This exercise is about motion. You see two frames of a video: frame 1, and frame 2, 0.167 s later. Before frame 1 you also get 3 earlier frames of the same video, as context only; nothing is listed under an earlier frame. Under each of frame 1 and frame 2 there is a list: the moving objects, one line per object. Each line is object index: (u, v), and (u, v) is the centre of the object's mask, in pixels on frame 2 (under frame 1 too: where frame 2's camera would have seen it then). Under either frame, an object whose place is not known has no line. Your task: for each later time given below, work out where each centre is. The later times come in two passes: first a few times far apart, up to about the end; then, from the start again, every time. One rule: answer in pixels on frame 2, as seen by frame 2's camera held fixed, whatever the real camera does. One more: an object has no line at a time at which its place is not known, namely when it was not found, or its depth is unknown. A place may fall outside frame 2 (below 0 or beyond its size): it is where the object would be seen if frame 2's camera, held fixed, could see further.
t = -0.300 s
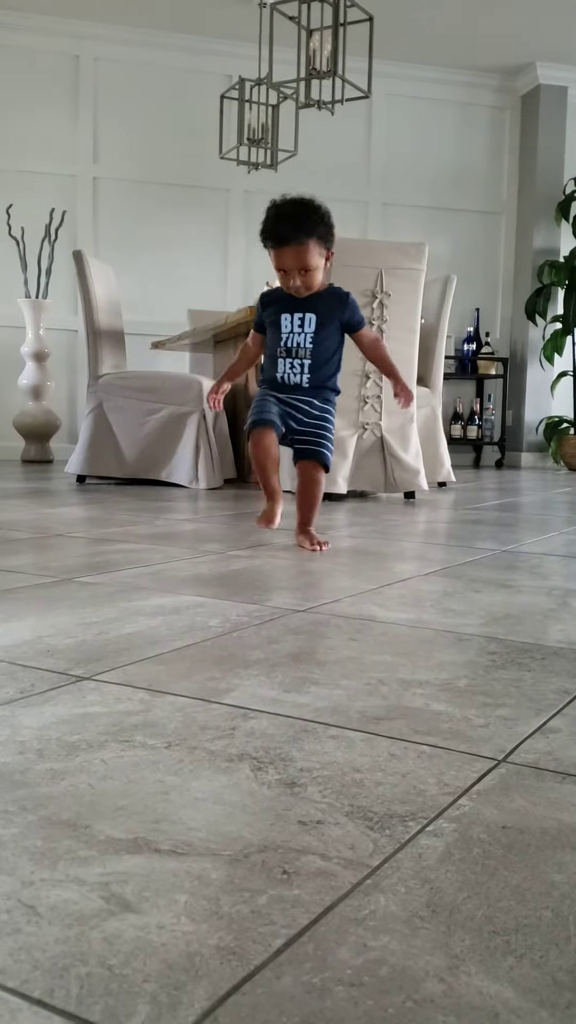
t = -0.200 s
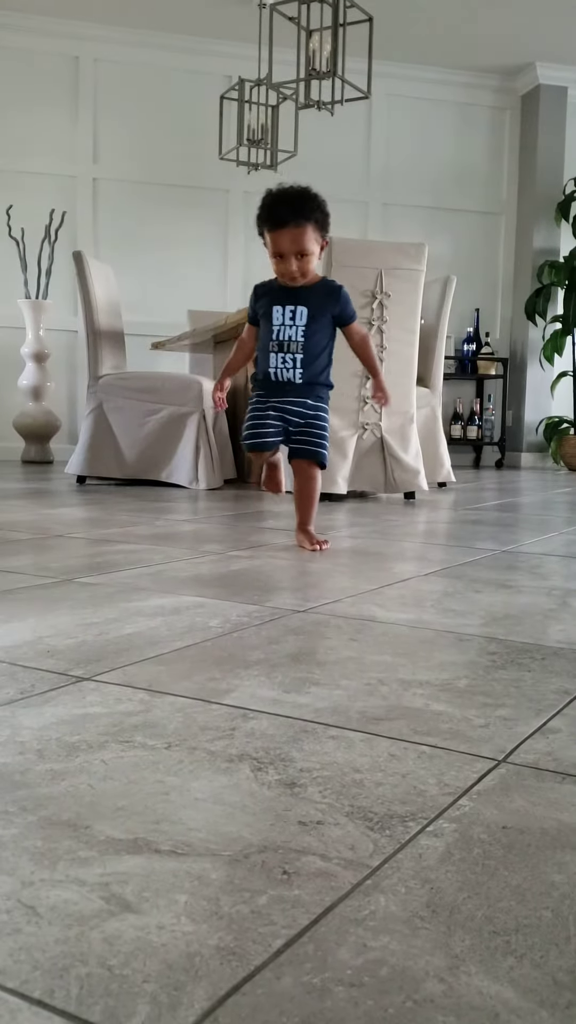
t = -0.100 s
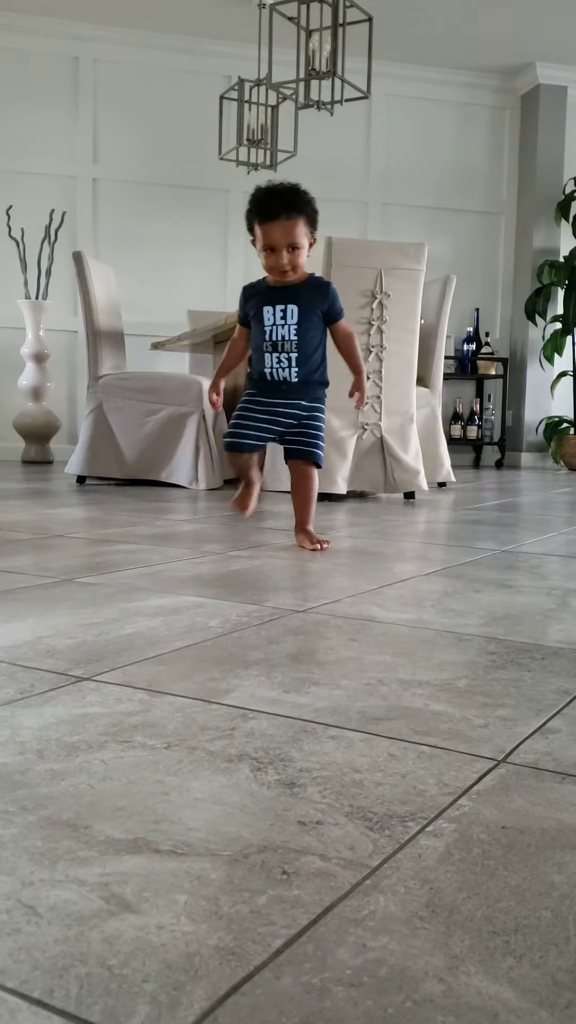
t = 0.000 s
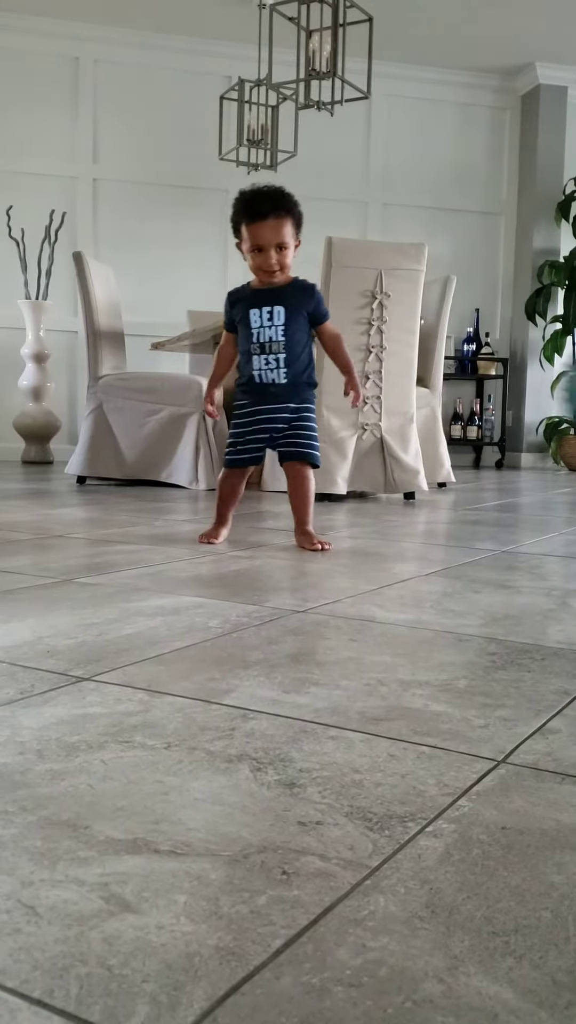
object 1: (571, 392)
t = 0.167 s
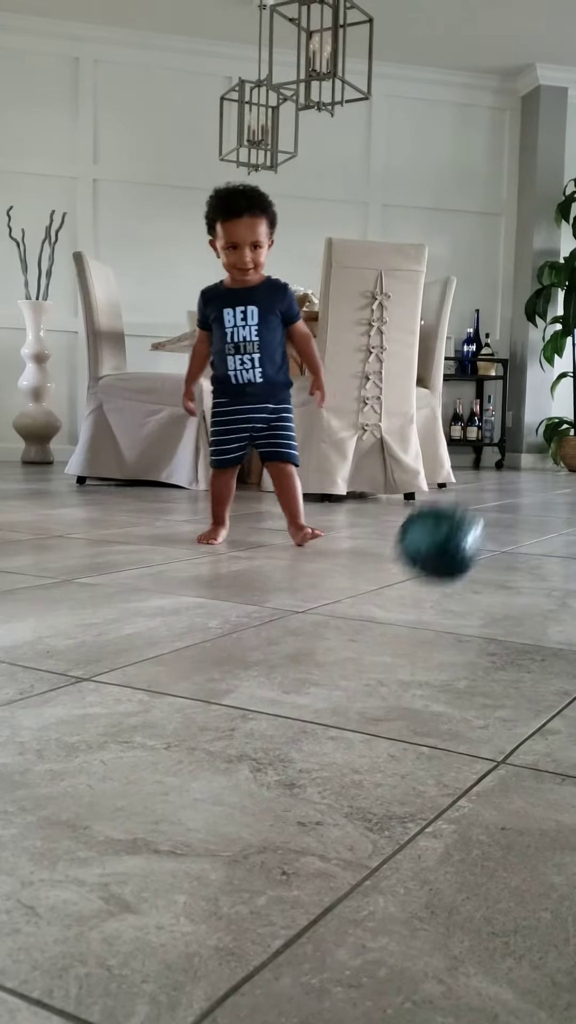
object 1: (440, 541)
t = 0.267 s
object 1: (397, 544)
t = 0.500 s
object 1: (366, 446)
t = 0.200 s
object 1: (415, 579)
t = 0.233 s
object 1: (401, 585)
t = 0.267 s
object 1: (397, 544)
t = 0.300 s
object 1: (393, 509)
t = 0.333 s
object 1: (389, 480)
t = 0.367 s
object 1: (385, 460)
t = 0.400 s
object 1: (380, 447)
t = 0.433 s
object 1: (376, 440)
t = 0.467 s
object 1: (371, 440)
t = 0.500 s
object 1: (366, 446)
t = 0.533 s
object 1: (362, 457)
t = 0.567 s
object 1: (357, 474)
